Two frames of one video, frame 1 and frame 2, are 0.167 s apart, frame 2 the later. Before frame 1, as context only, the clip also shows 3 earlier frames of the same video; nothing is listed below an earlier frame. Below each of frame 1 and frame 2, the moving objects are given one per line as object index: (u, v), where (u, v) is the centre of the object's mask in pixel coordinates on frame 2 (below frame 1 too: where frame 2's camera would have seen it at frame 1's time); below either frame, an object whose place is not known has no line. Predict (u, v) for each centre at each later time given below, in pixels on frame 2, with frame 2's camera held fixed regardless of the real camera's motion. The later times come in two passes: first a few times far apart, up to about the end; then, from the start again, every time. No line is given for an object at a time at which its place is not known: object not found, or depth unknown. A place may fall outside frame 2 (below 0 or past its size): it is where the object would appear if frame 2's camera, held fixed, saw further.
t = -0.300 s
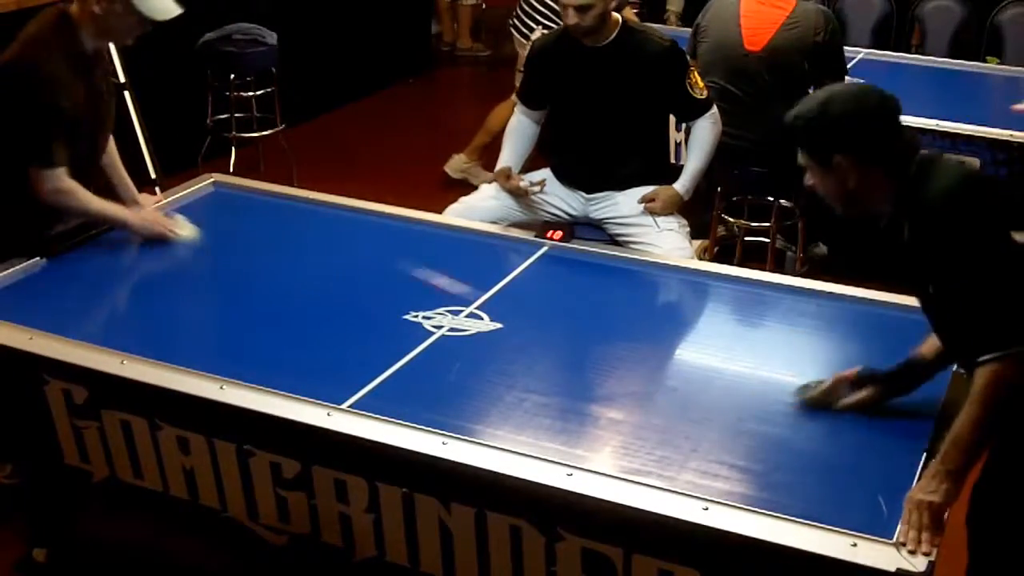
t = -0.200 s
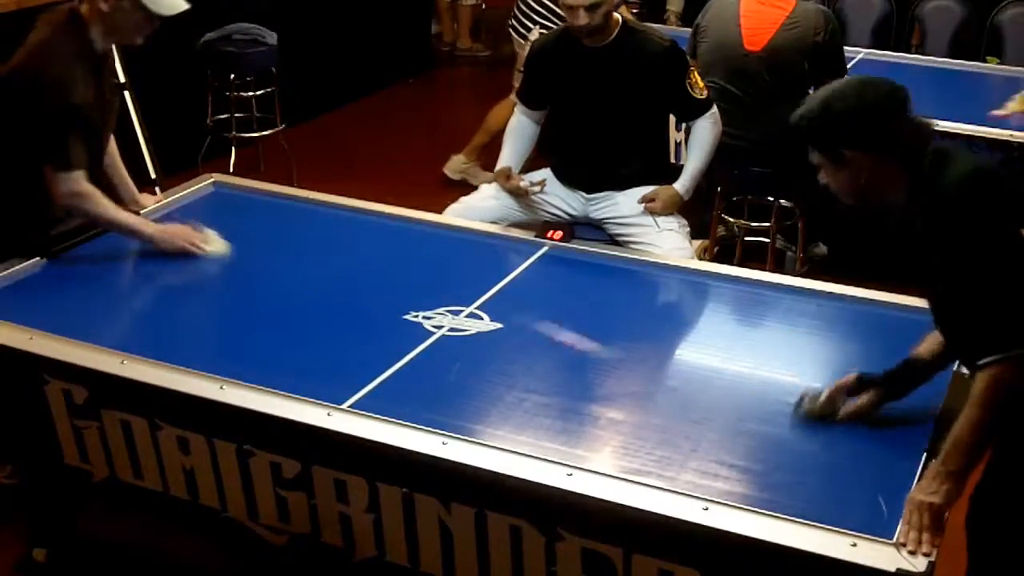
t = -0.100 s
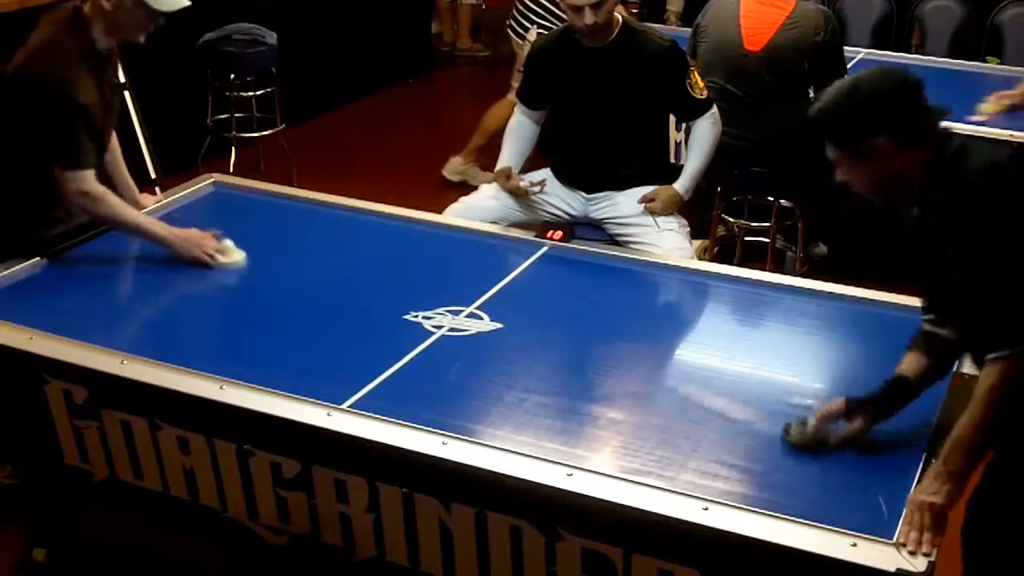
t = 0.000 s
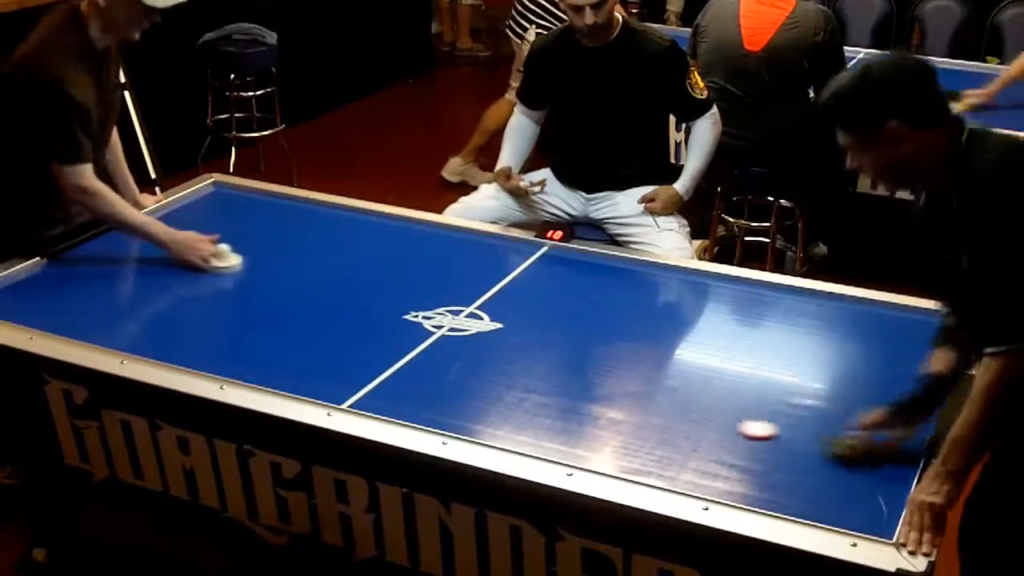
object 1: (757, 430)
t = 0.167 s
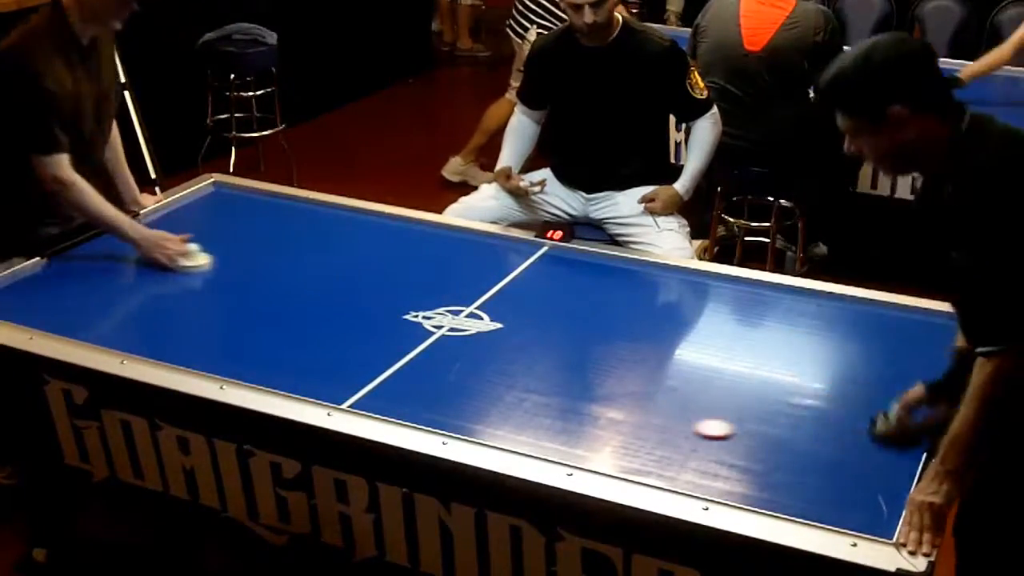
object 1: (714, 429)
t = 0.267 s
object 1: (686, 428)
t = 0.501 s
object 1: (622, 424)
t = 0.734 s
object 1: (558, 419)
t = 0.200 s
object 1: (705, 429)
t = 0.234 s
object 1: (695, 428)
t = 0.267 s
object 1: (686, 428)
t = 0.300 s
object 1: (676, 427)
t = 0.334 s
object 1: (668, 427)
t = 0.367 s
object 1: (659, 426)
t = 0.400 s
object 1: (650, 426)
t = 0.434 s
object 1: (642, 426)
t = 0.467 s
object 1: (633, 425)
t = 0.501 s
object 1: (622, 424)
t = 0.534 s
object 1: (613, 423)
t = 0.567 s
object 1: (604, 423)
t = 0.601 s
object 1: (596, 422)
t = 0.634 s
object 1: (585, 421)
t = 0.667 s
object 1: (576, 421)
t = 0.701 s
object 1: (567, 420)
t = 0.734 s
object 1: (558, 419)
